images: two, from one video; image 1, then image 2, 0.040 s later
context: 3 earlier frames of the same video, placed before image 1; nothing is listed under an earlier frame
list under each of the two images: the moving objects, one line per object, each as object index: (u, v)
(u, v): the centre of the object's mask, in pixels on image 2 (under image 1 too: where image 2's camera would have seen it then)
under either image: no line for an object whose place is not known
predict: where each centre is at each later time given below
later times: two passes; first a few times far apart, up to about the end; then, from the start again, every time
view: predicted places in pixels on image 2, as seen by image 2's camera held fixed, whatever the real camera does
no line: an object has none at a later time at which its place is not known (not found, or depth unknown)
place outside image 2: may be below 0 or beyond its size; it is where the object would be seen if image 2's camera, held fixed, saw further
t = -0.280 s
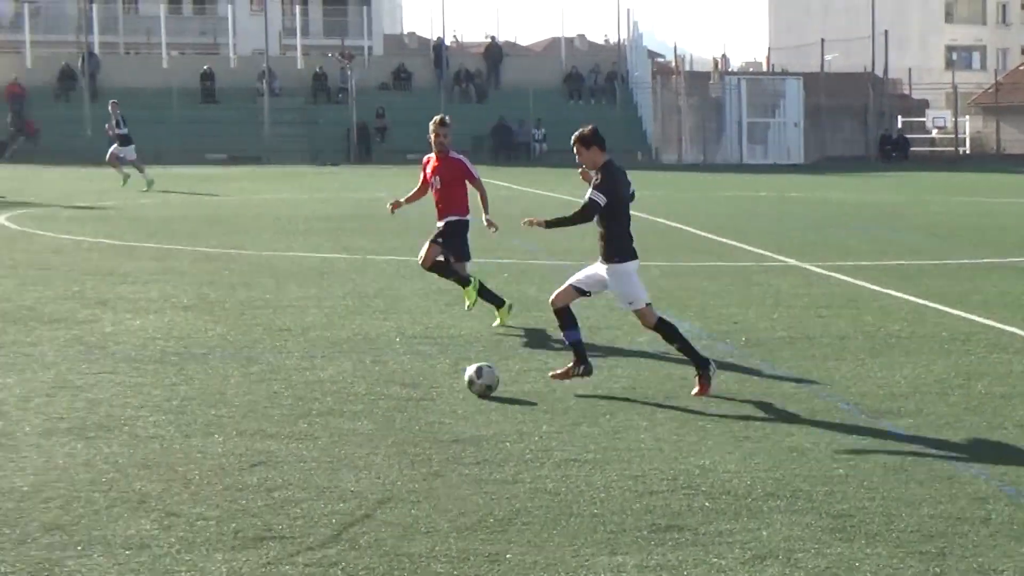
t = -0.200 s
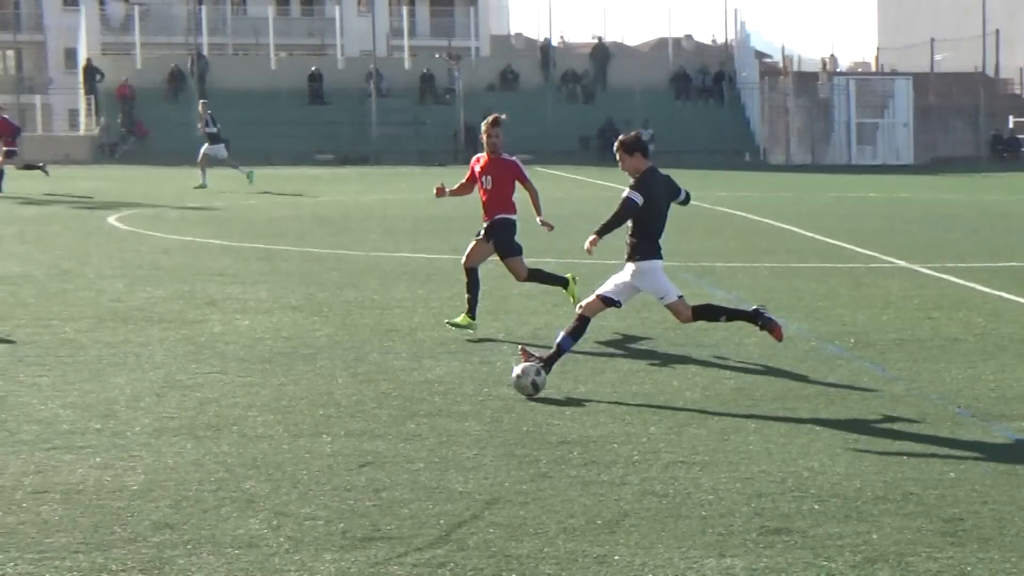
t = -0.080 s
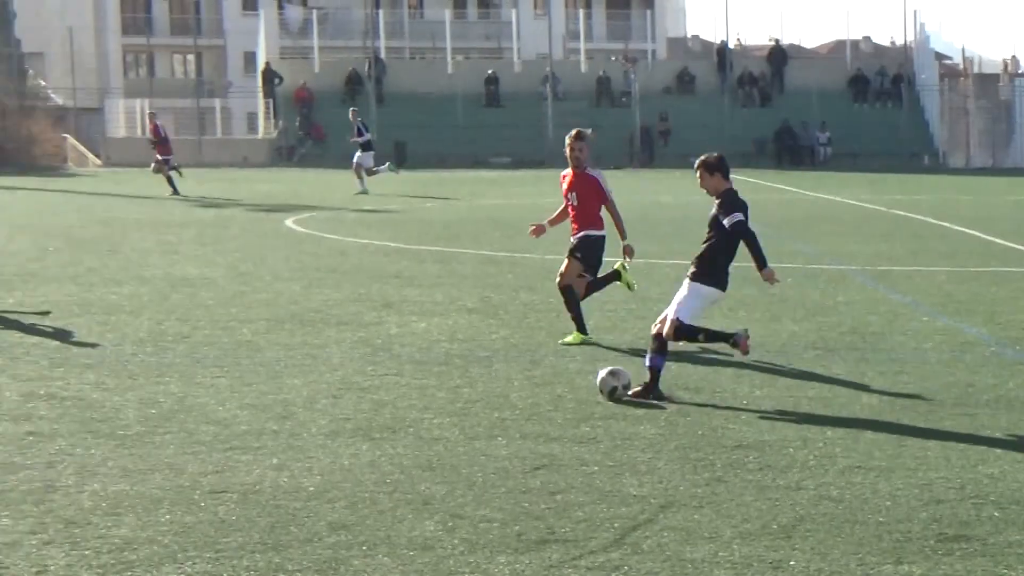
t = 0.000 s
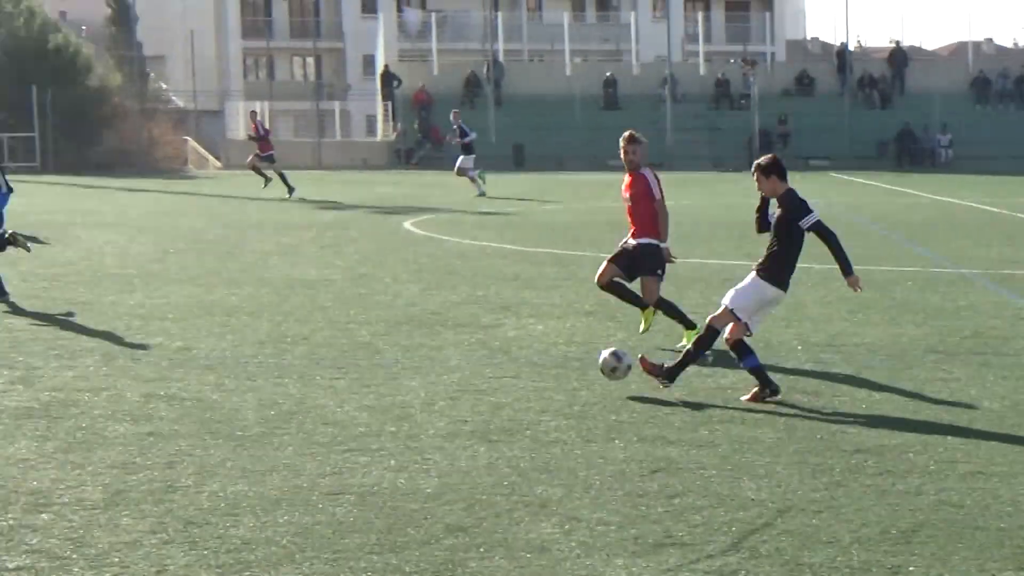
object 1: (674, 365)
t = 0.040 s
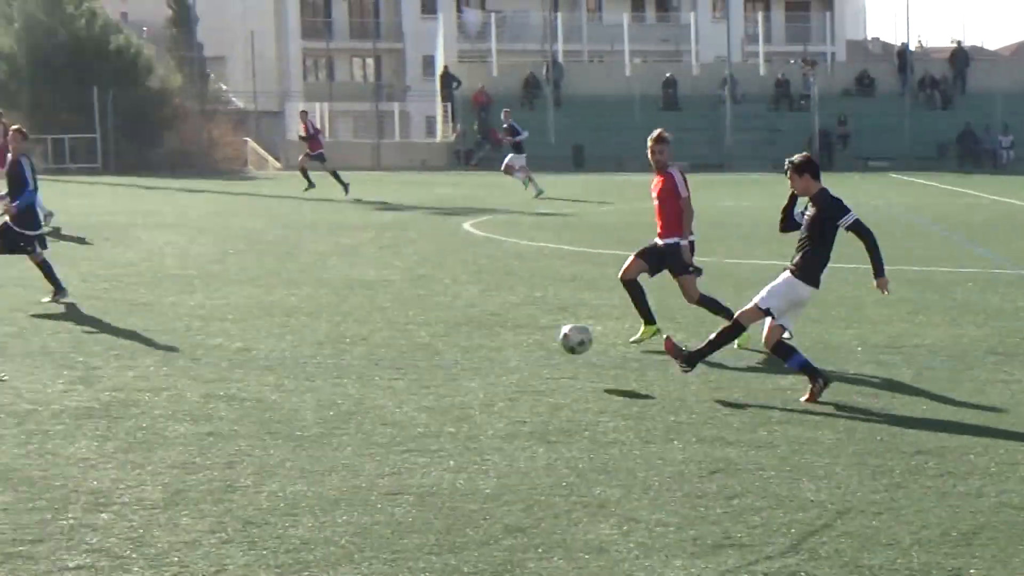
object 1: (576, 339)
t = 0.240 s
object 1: (207, 255)
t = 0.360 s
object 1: (43, 229)
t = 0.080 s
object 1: (486, 316)
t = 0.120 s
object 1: (412, 297)
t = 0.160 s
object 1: (338, 281)
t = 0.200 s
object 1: (270, 266)
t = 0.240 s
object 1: (207, 255)
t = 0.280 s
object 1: (149, 244)
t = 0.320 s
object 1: (94, 236)
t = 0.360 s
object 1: (43, 229)
